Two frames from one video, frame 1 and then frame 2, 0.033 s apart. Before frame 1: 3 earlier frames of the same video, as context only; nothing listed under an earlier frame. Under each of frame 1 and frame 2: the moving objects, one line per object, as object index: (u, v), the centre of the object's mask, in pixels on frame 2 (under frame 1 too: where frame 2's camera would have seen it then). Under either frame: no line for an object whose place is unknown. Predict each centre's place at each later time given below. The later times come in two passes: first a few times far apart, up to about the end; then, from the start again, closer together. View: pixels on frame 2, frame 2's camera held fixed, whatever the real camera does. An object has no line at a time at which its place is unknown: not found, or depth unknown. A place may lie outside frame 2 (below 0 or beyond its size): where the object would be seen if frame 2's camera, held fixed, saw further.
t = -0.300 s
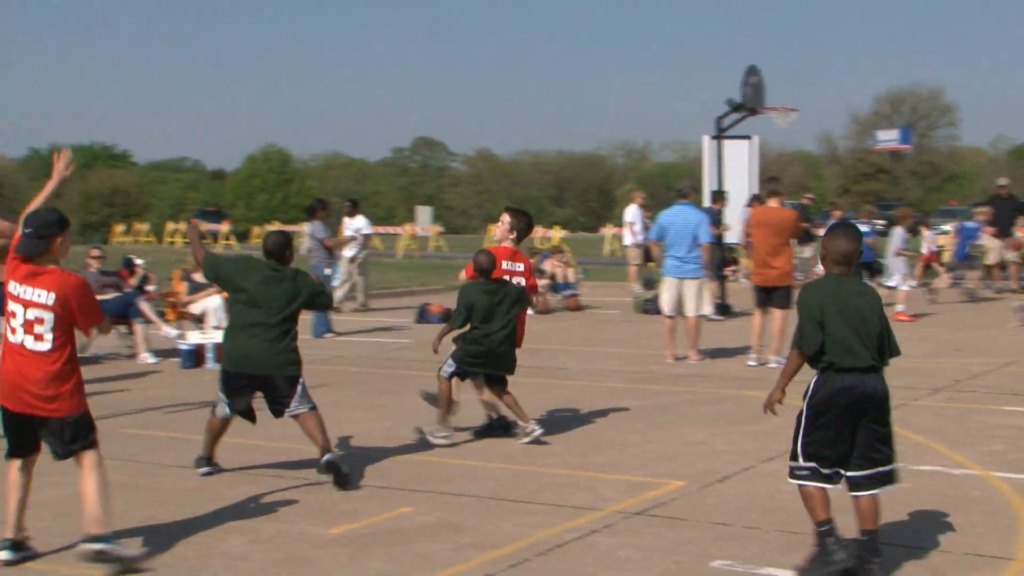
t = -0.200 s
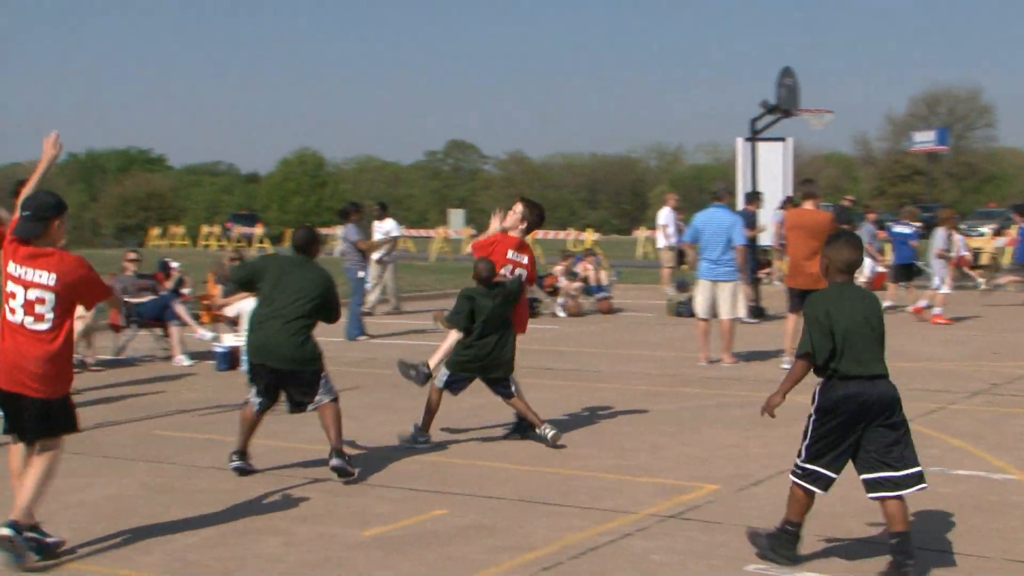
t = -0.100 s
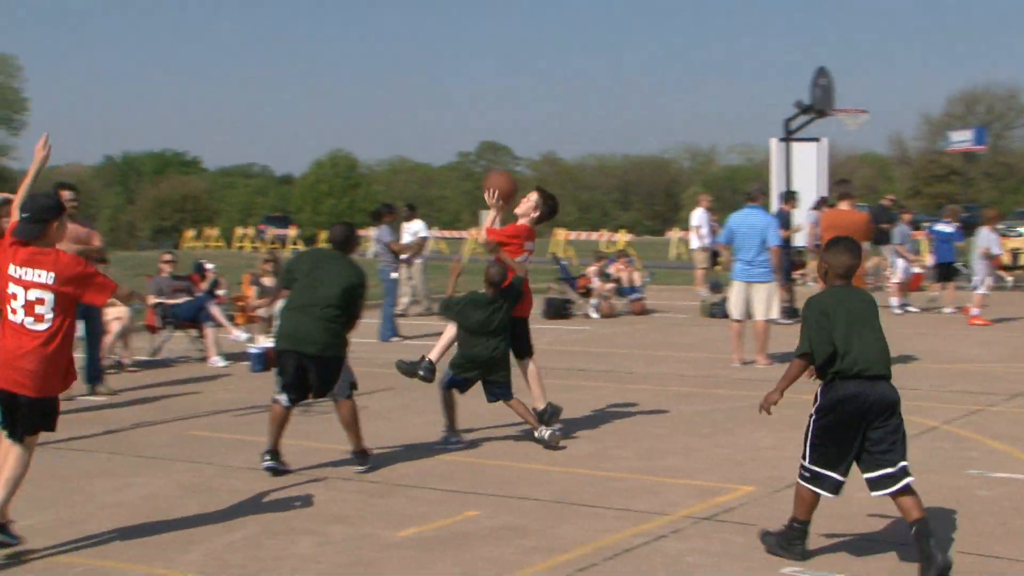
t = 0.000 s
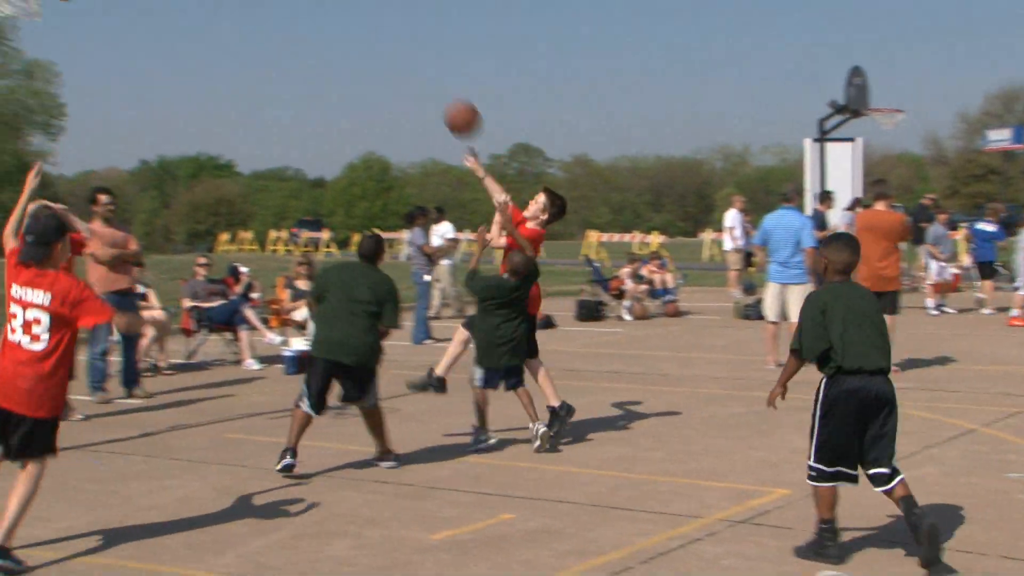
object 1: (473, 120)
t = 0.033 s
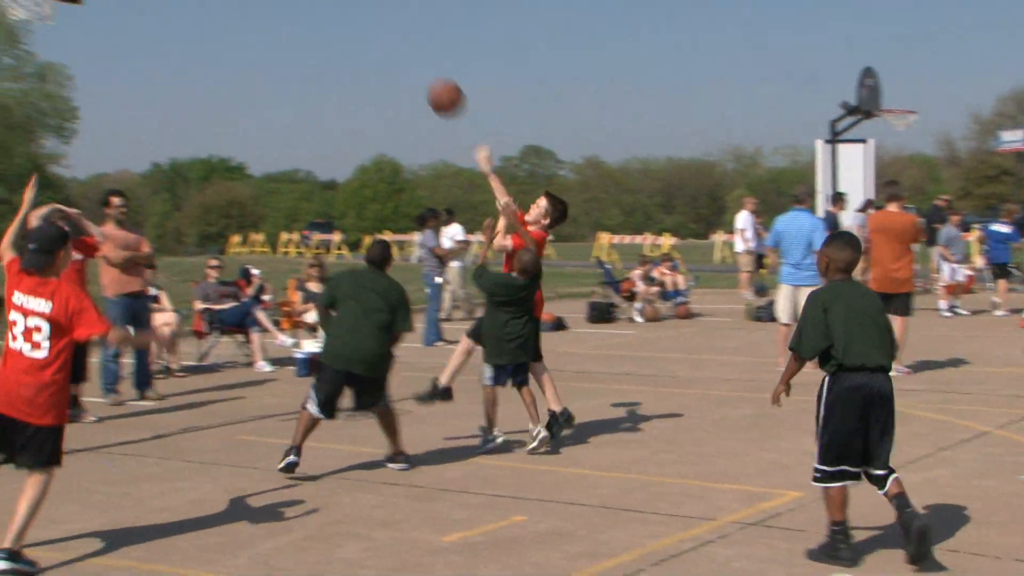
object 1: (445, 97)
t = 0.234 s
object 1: (269, -15)
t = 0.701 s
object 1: (-53, -61)
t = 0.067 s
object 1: (417, 75)
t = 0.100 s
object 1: (388, 55)
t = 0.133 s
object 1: (359, 35)
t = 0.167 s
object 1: (329, 17)
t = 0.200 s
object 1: (299, 0)
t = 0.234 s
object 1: (269, -15)
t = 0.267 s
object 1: (237, -29)
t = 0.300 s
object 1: (204, -43)
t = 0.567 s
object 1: (-30, -84)
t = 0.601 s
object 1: (-35, -81)
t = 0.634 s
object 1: (-41, -77)
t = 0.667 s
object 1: (-47, -70)
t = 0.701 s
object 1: (-53, -61)
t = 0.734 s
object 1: (-59, -49)
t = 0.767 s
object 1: (-65, -37)
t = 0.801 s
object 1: (-72, -23)
